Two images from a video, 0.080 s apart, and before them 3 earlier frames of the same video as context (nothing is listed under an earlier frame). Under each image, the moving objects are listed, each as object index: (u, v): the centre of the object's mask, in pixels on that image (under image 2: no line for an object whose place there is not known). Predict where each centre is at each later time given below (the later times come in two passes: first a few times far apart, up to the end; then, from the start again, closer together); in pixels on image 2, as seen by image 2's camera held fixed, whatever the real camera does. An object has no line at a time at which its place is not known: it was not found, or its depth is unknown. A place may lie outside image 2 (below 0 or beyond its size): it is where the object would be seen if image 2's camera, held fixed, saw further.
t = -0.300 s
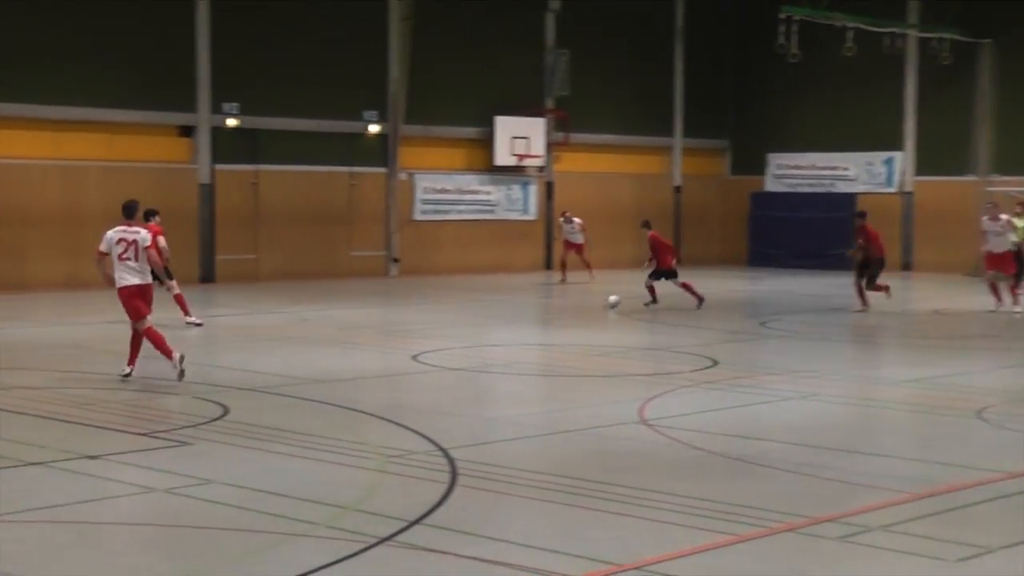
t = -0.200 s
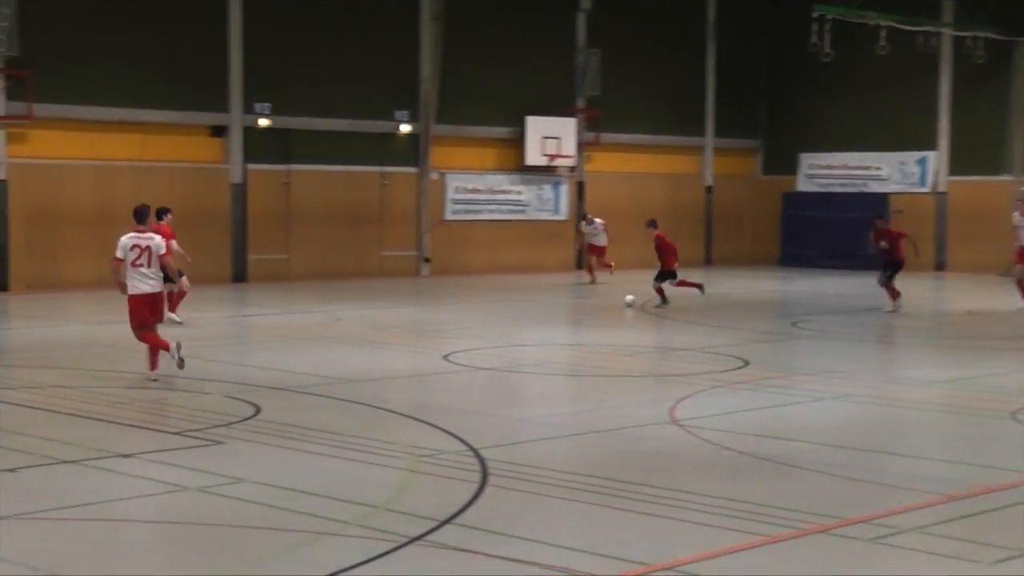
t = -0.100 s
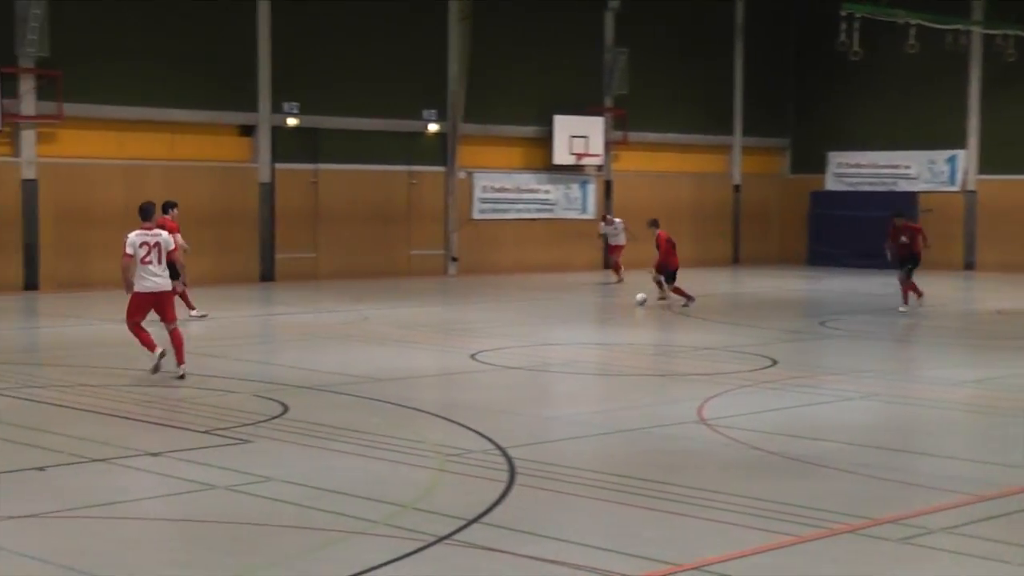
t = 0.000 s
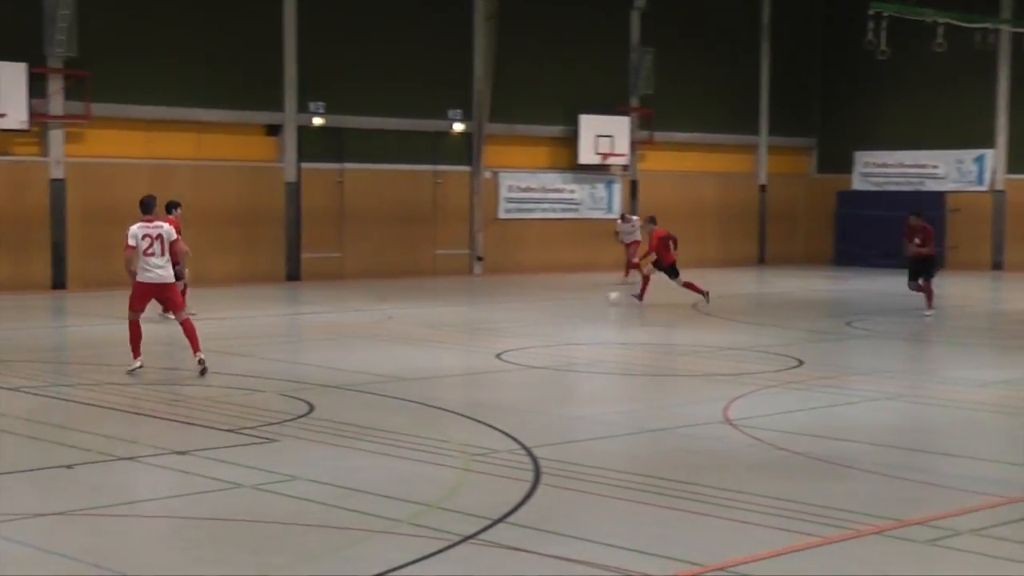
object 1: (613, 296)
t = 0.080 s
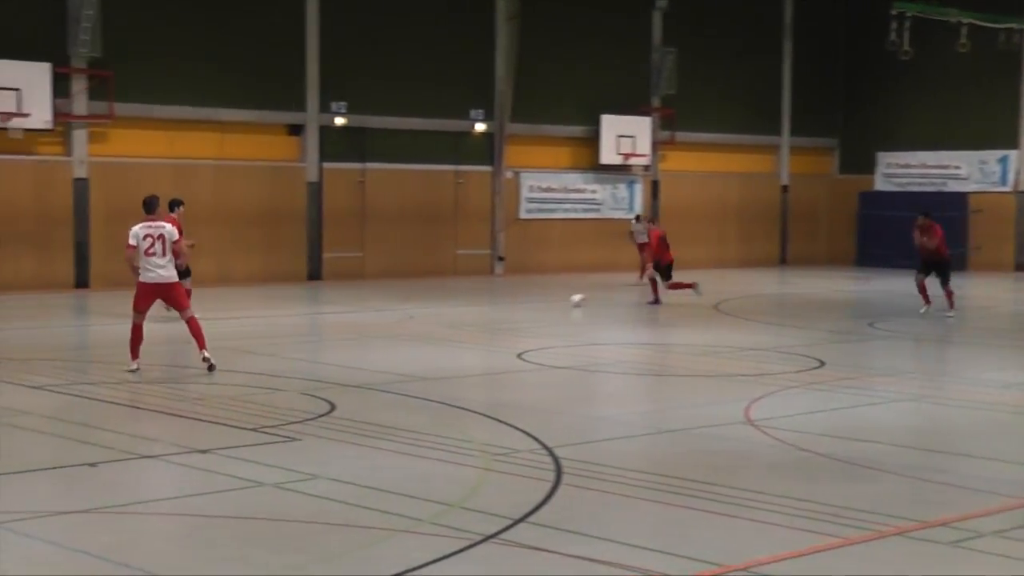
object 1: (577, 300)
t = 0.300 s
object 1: (435, 302)
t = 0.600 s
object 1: (262, 306)
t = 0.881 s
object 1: (111, 308)
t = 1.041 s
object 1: (24, 310)
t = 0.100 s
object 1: (563, 300)
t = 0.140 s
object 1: (539, 300)
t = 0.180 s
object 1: (512, 301)
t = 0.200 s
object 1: (498, 301)
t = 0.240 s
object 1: (473, 302)
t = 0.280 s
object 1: (449, 301)
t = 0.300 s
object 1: (435, 302)
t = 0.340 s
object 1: (410, 303)
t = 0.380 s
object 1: (388, 303)
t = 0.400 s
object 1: (376, 303)
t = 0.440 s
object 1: (352, 304)
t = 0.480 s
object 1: (329, 304)
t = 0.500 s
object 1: (317, 304)
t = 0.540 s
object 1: (296, 305)
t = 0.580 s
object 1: (273, 305)
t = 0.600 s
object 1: (262, 306)
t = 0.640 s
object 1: (241, 305)
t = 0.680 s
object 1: (219, 307)
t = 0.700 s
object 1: (209, 306)
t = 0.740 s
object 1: (186, 307)
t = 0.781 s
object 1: (166, 307)
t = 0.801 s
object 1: (155, 307)
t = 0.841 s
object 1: (134, 308)
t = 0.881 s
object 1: (111, 308)
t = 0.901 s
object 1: (102, 309)
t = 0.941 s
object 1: (79, 309)
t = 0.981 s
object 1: (57, 309)
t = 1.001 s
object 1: (46, 310)
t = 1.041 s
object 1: (24, 310)
